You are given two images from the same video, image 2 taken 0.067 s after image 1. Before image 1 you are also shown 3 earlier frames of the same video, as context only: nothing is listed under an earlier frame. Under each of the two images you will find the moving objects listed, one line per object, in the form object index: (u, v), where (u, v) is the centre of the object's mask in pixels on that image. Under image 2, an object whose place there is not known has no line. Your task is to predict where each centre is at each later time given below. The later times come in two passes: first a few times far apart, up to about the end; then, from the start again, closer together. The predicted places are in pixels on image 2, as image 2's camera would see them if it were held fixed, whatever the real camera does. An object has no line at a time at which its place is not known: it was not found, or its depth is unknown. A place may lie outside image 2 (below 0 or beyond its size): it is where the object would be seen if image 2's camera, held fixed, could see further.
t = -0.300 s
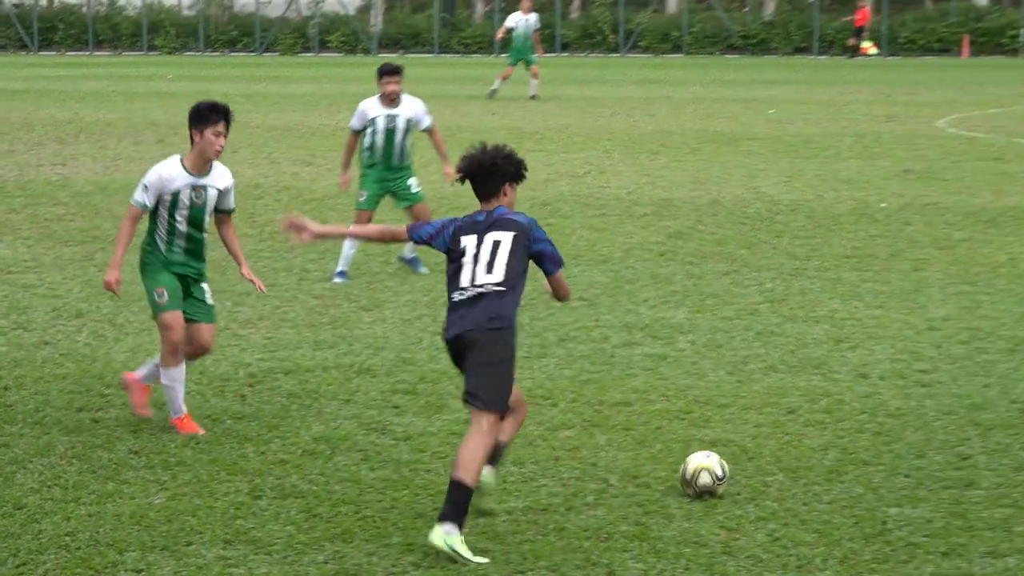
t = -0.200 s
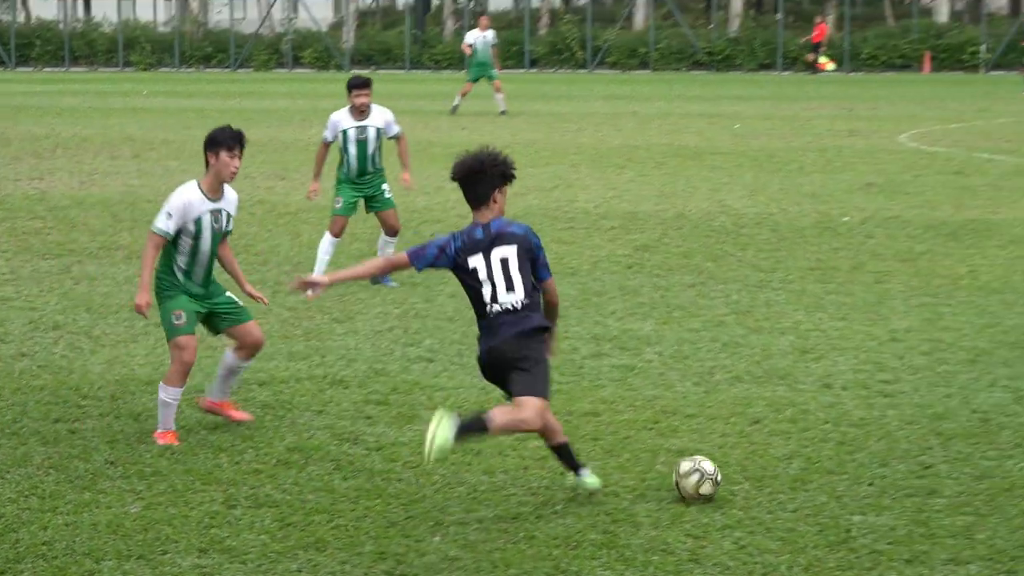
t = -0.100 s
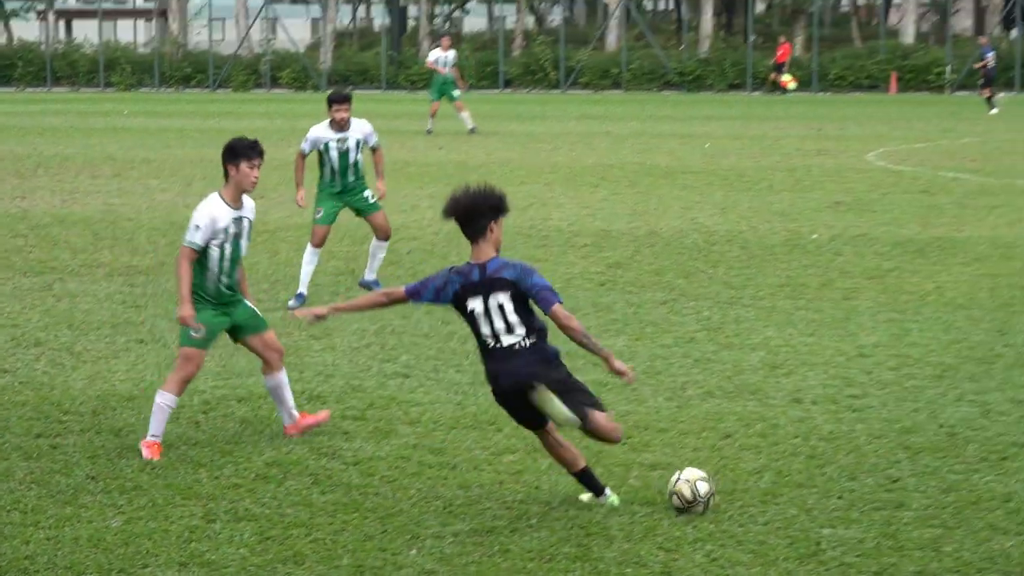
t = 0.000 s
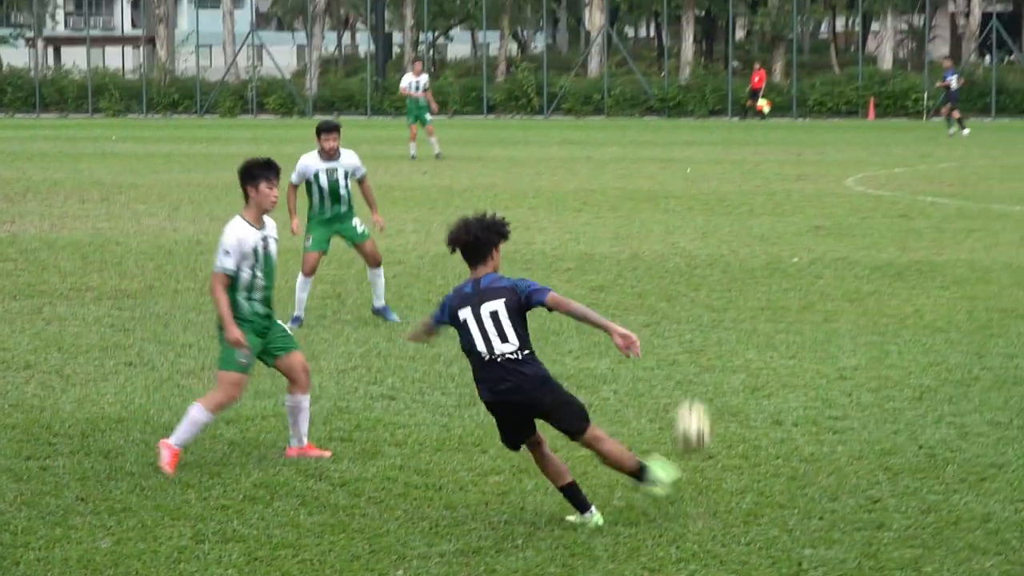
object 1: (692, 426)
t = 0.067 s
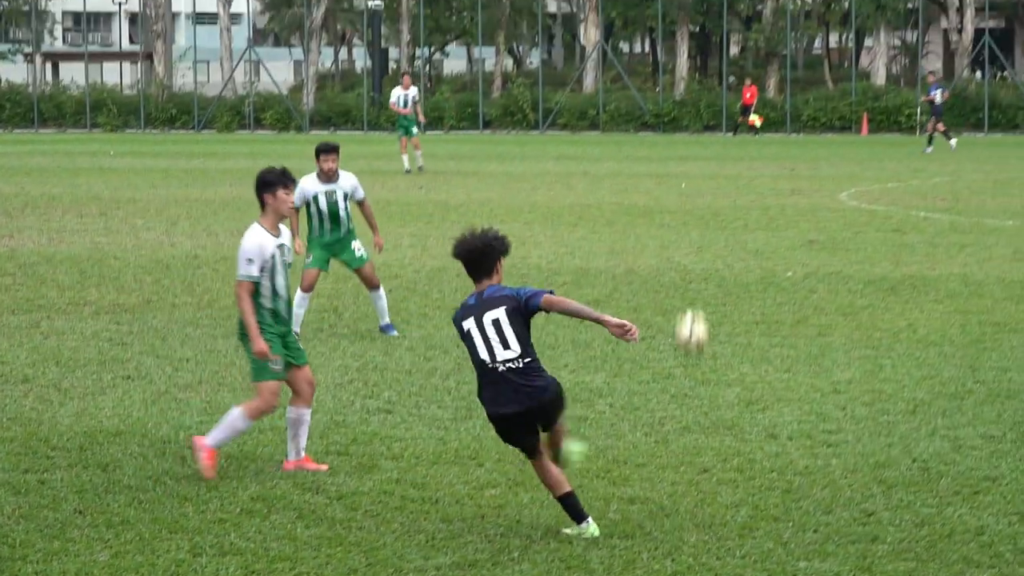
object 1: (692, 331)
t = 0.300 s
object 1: (715, 112)
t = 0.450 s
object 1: (729, 43)
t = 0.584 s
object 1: (739, 3)
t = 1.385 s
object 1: (813, 1)
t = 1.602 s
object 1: (830, 37)
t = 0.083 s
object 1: (693, 309)
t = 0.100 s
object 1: (695, 287)
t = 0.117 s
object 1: (697, 268)
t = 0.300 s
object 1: (715, 112)
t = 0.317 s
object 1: (717, 103)
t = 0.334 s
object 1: (718, 94)
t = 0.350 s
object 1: (719, 85)
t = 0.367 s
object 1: (720, 77)
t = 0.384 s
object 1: (722, 70)
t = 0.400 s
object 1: (724, 63)
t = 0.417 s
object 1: (725, 55)
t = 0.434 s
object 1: (727, 48)
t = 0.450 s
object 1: (729, 43)
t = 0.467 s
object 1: (729, 35)
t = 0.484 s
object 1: (731, 29)
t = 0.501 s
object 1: (732, 25)
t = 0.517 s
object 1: (734, 20)
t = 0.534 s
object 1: (735, 14)
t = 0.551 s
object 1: (737, 10)
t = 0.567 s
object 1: (738, 6)
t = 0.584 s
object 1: (739, 3)
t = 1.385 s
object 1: (813, 1)
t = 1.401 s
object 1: (814, 3)
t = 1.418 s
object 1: (816, 6)
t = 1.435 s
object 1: (817, 9)
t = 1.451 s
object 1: (818, 12)
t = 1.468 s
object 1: (820, 15)
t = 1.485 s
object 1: (821, 17)
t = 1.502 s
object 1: (822, 20)
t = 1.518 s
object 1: (824, 23)
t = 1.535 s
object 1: (825, 25)
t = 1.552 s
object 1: (827, 29)
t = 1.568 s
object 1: (828, 31)
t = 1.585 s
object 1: (829, 34)
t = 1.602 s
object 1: (830, 37)
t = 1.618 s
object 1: (831, 40)
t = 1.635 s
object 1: (833, 44)
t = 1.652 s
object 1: (834, 48)
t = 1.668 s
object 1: (835, 50)
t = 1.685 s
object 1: (836, 54)
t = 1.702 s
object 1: (838, 57)
